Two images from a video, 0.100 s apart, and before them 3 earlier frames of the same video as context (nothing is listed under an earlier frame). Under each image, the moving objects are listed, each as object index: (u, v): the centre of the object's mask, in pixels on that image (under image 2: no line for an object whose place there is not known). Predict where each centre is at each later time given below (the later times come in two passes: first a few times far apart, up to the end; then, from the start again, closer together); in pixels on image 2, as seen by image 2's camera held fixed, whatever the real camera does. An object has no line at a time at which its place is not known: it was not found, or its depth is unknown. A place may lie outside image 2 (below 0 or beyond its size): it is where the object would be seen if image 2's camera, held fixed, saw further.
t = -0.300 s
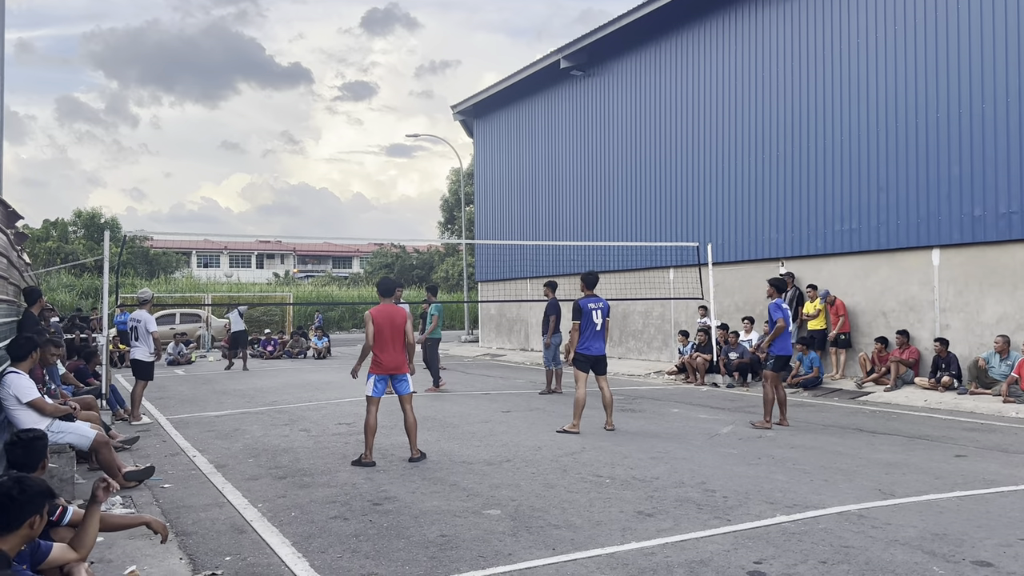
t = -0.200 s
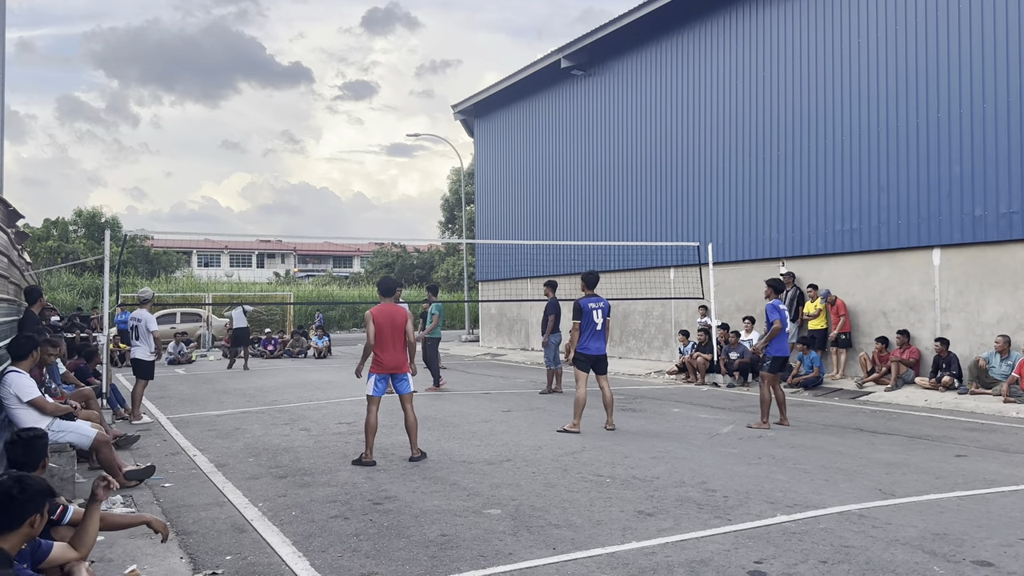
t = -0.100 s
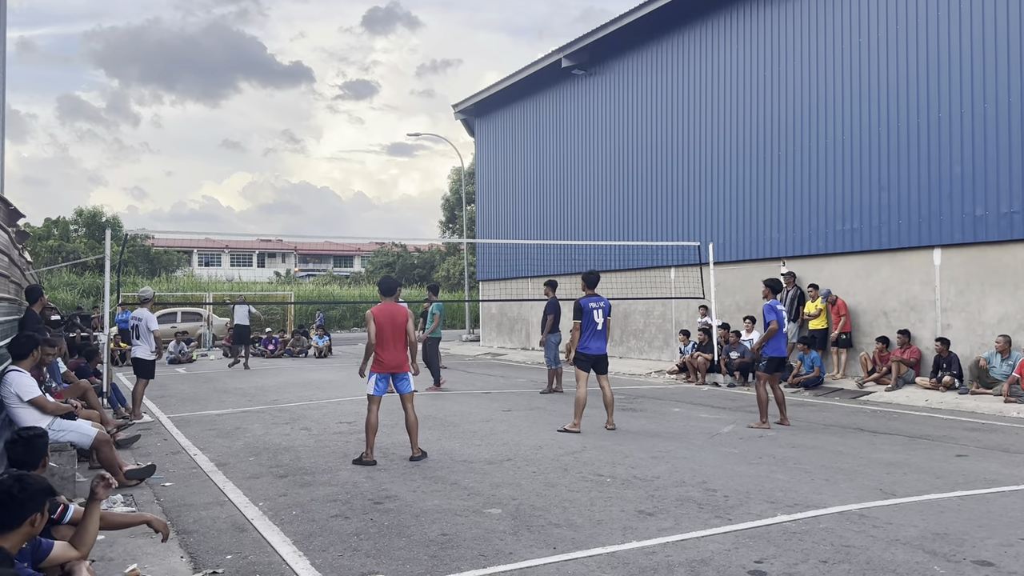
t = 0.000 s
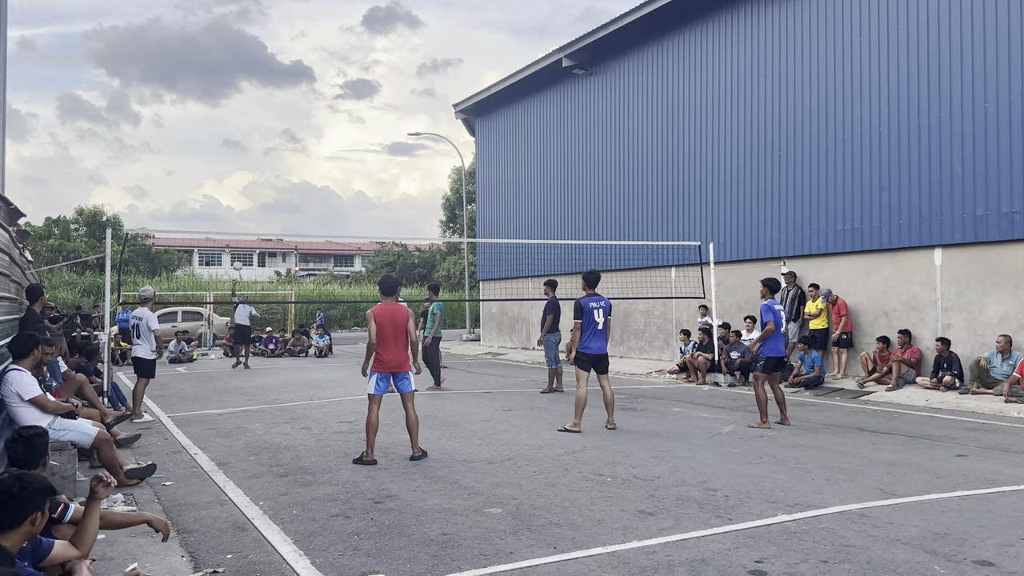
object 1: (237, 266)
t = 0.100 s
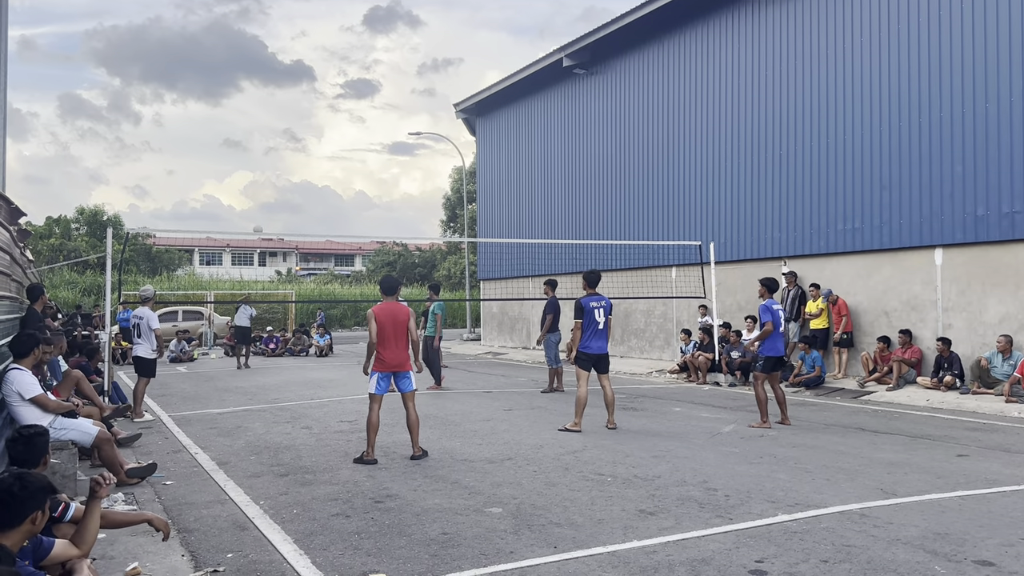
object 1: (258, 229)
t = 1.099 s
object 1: (564, 79)
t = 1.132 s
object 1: (579, 84)
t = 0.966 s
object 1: (509, 66)
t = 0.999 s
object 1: (522, 68)
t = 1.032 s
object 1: (536, 71)
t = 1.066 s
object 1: (550, 74)
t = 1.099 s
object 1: (564, 79)
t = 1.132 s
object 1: (579, 84)
